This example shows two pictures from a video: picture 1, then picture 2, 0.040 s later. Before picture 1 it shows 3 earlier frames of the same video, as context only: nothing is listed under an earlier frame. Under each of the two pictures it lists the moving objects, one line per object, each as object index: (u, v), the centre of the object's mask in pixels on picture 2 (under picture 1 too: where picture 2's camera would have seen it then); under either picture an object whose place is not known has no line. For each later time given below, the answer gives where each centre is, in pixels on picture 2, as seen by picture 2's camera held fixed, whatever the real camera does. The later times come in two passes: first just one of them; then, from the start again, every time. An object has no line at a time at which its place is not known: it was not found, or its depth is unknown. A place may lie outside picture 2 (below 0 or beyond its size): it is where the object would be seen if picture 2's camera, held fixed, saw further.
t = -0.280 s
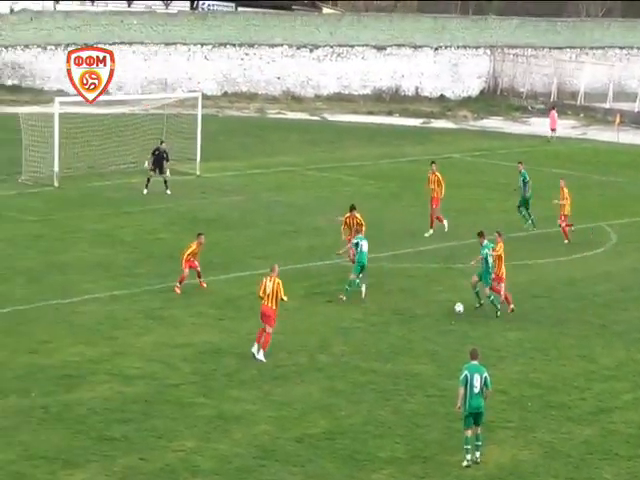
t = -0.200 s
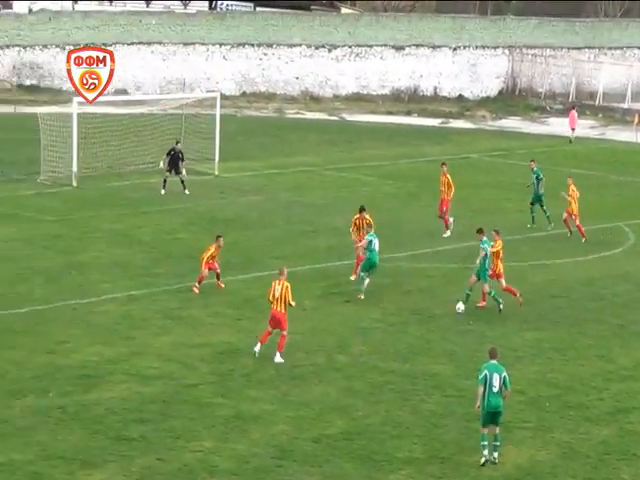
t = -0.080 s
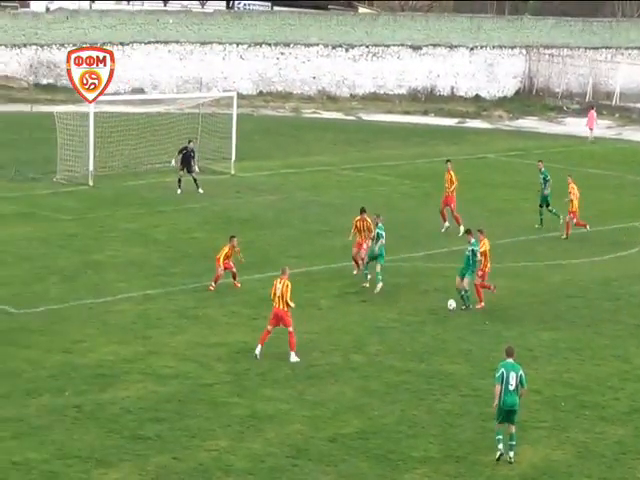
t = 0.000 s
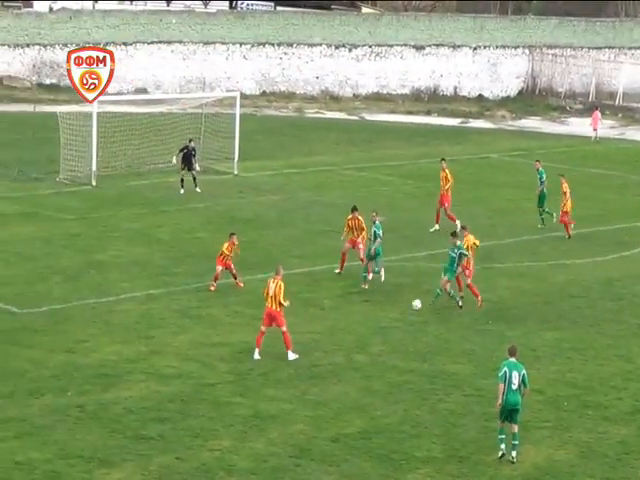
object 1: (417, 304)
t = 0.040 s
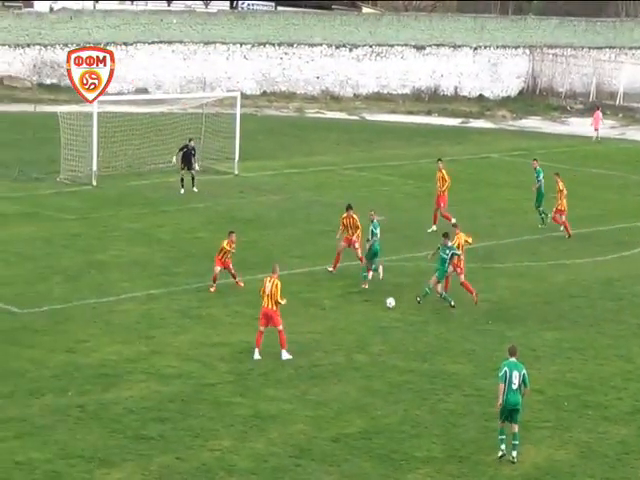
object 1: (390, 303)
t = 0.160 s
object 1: (312, 302)
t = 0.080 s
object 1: (364, 301)
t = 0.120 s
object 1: (337, 302)
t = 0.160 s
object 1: (312, 302)
